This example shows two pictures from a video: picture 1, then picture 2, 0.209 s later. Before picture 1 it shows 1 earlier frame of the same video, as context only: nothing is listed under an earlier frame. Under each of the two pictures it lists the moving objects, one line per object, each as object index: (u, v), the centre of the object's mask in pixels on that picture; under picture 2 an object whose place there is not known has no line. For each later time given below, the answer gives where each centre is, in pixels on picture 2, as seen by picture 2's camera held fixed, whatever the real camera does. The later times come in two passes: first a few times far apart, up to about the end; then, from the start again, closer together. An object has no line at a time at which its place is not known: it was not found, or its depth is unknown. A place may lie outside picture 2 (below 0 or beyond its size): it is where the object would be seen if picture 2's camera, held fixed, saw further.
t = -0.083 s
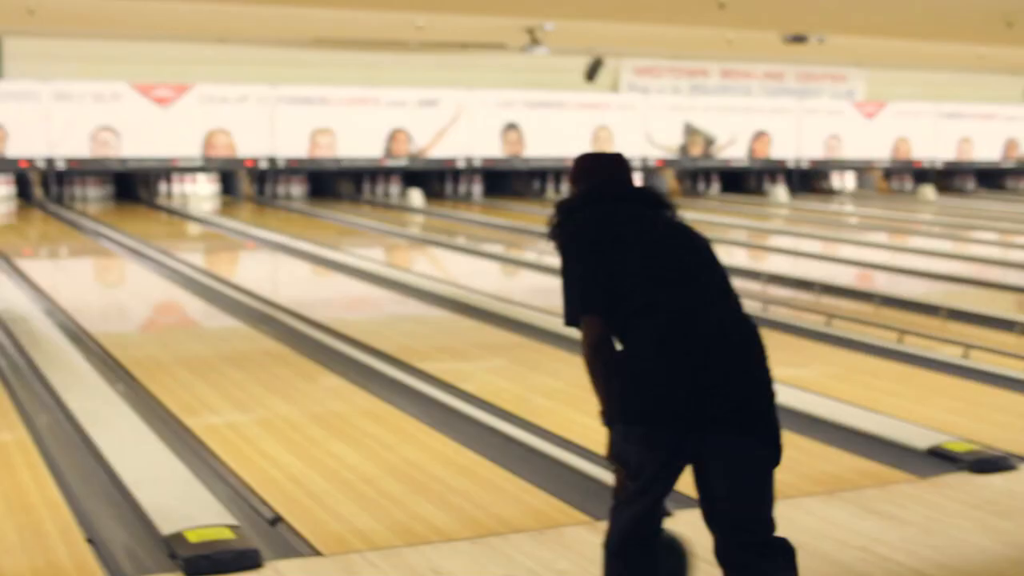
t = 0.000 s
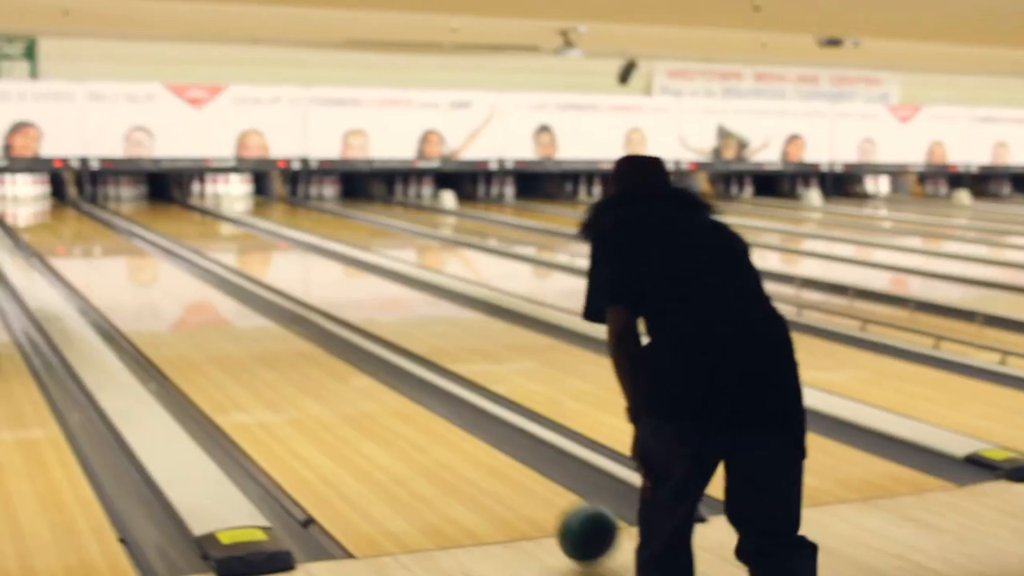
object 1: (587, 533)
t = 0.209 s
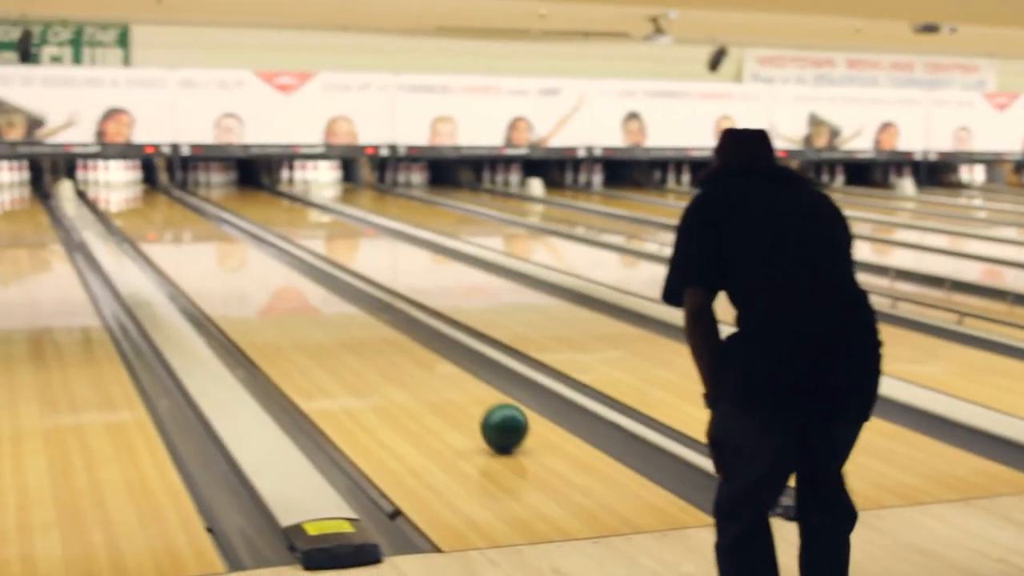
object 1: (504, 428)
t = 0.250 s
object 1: (480, 411)
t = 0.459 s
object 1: (384, 349)
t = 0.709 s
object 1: (308, 302)
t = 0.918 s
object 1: (263, 275)
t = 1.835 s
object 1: (154, 210)
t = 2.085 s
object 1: (138, 200)
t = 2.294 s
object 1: (126, 193)
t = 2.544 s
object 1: (114, 186)
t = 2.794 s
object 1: (105, 180)
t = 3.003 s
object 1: (104, 178)
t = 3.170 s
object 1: (100, 181)
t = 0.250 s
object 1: (480, 411)
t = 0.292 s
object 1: (457, 396)
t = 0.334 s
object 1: (436, 383)
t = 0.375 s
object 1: (418, 371)
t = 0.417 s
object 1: (400, 360)
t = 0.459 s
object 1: (384, 349)
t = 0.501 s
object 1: (369, 340)
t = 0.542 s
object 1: (355, 331)
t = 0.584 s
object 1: (342, 323)
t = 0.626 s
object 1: (330, 316)
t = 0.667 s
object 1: (318, 309)
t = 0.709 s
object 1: (308, 302)
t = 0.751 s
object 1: (298, 296)
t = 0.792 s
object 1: (288, 290)
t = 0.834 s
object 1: (280, 285)
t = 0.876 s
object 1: (271, 279)
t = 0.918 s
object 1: (263, 275)
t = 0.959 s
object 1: (255, 270)
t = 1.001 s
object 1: (248, 266)
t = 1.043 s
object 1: (241, 262)
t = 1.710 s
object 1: (164, 215)
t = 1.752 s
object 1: (161, 213)
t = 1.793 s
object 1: (157, 212)
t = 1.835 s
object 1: (154, 210)
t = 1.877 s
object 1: (151, 208)
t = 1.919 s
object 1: (148, 206)
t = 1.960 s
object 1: (145, 204)
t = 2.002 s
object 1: (143, 202)
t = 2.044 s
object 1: (140, 201)
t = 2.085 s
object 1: (138, 200)
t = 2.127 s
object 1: (135, 198)
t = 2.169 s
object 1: (133, 197)
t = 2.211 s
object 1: (130, 196)
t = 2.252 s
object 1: (128, 194)
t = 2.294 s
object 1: (126, 193)
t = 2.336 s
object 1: (123, 192)
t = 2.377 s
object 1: (121, 191)
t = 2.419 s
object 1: (119, 189)
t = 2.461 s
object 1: (117, 188)
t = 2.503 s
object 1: (116, 187)
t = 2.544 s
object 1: (114, 186)
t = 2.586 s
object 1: (111, 185)
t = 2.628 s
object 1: (109, 184)
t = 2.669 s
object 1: (108, 183)
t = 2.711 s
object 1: (107, 182)
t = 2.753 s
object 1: (106, 181)
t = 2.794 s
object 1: (105, 180)
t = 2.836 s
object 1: (106, 180)
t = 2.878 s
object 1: (106, 179)
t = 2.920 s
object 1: (105, 179)
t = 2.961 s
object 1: (105, 179)
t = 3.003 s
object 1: (104, 178)
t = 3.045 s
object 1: (103, 178)
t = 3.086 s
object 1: (102, 179)
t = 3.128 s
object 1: (101, 179)
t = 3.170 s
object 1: (100, 181)
